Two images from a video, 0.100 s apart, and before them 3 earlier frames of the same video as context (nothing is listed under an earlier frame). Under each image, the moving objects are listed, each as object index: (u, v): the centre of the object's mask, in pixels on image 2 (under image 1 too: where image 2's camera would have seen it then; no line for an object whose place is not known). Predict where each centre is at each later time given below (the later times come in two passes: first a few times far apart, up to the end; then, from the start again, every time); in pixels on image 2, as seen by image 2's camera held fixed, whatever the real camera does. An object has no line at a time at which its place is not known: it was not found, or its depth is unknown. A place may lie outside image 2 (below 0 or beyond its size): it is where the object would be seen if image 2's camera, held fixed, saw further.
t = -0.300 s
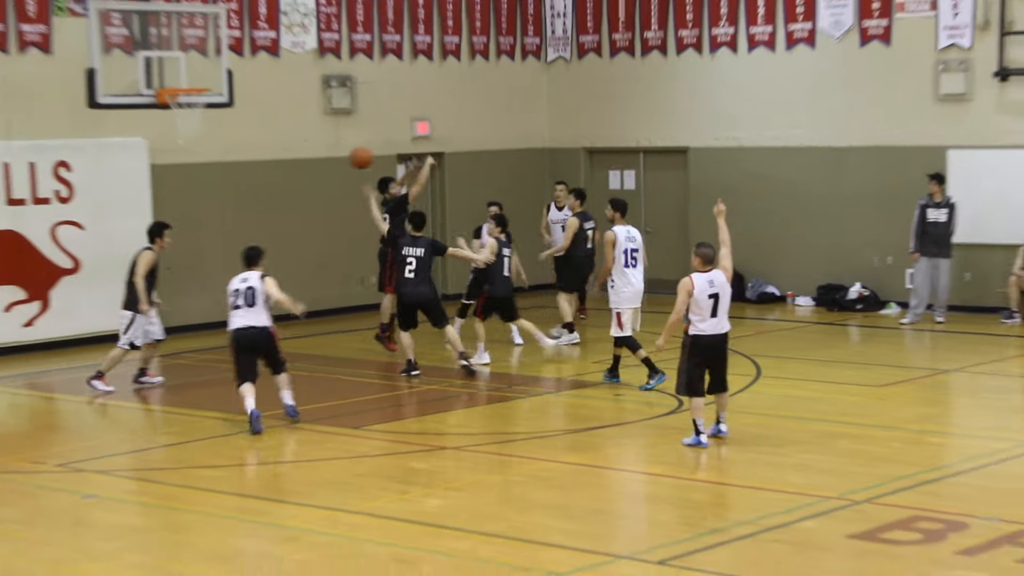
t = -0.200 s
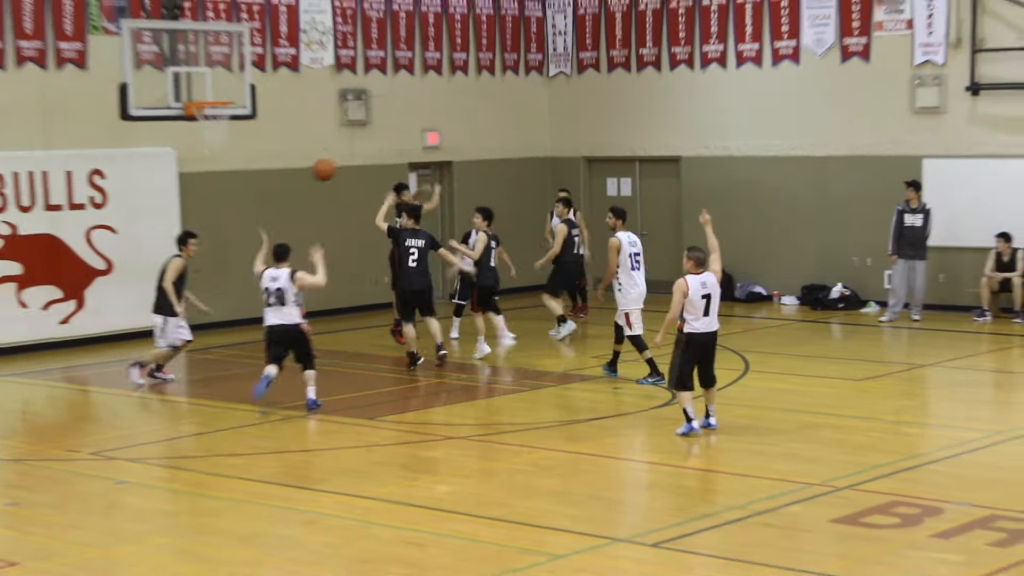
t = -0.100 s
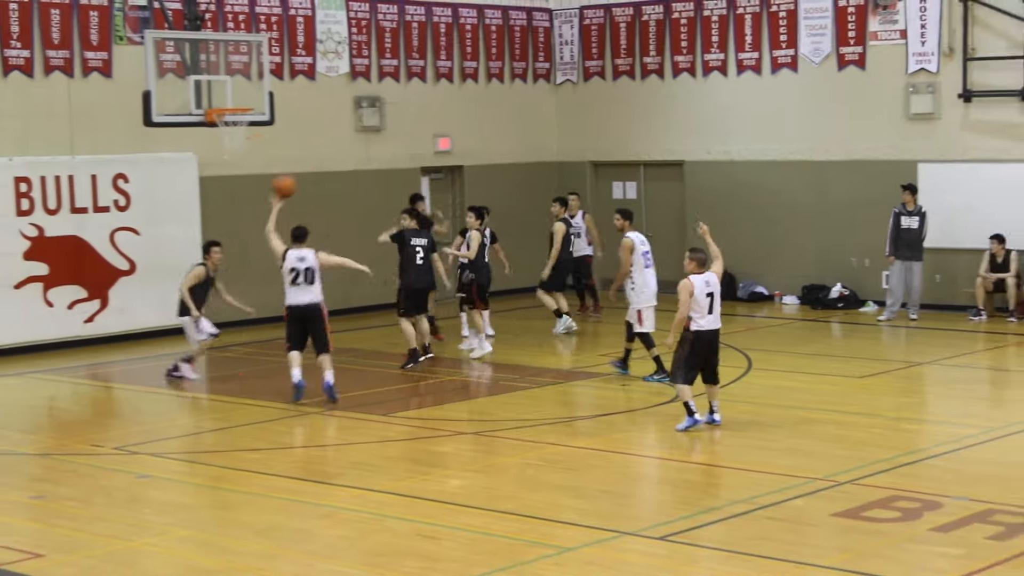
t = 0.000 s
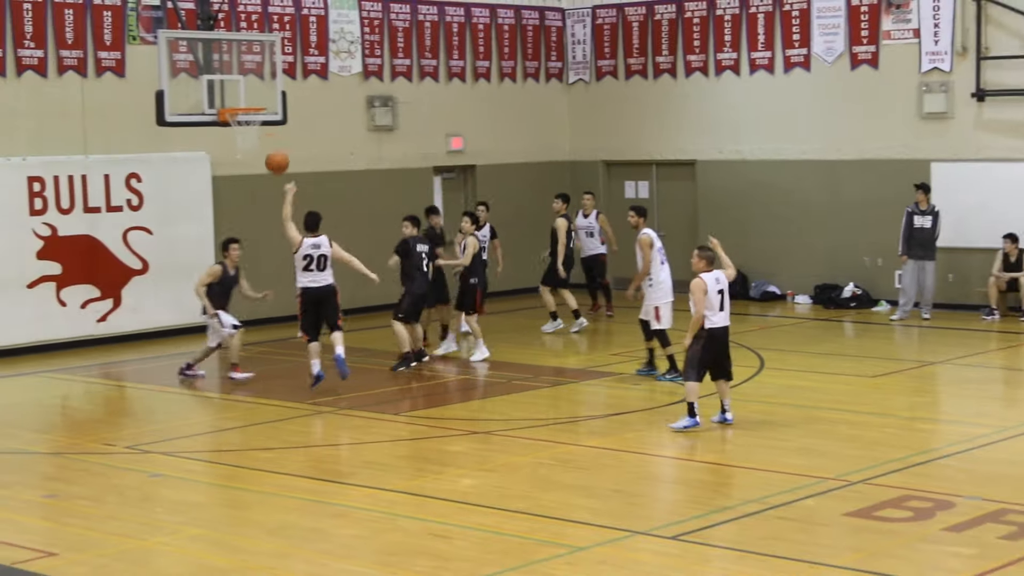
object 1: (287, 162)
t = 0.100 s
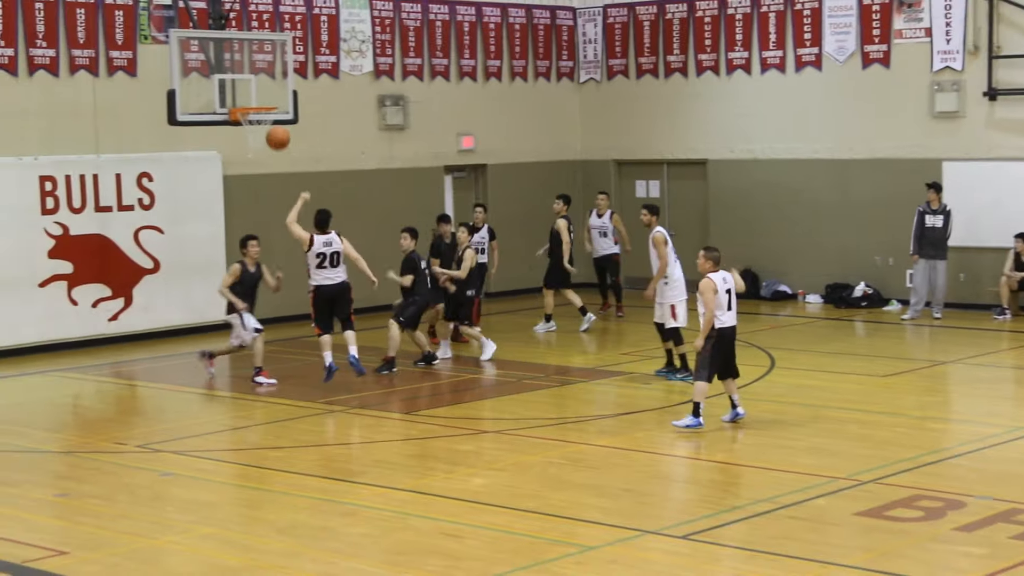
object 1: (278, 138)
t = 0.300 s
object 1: (257, 120)
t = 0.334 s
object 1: (255, 120)
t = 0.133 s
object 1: (275, 132)
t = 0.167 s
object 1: (271, 128)
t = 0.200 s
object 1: (267, 124)
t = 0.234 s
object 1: (263, 122)
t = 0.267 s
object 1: (260, 121)
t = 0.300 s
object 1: (257, 120)
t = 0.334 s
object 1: (255, 120)
